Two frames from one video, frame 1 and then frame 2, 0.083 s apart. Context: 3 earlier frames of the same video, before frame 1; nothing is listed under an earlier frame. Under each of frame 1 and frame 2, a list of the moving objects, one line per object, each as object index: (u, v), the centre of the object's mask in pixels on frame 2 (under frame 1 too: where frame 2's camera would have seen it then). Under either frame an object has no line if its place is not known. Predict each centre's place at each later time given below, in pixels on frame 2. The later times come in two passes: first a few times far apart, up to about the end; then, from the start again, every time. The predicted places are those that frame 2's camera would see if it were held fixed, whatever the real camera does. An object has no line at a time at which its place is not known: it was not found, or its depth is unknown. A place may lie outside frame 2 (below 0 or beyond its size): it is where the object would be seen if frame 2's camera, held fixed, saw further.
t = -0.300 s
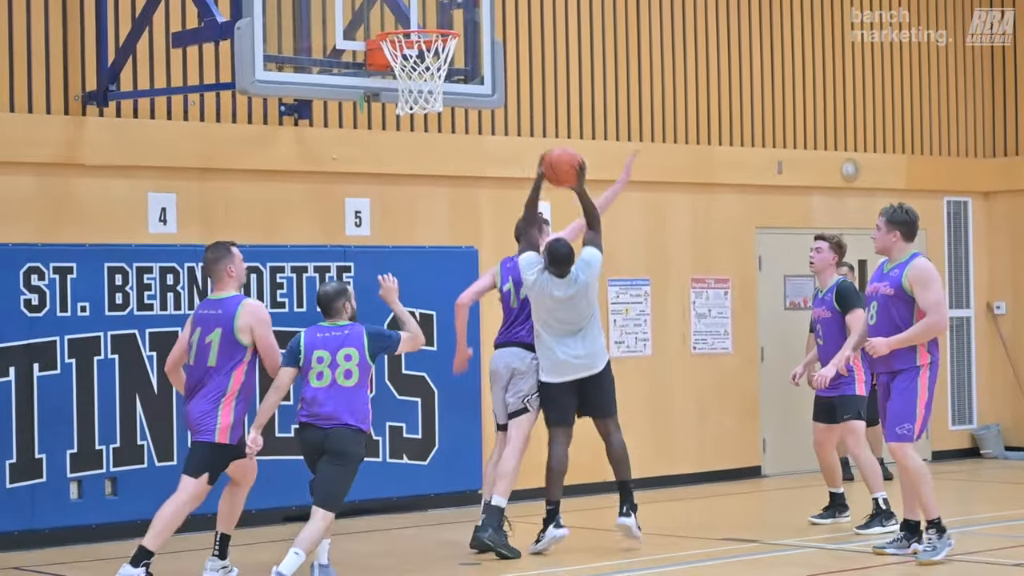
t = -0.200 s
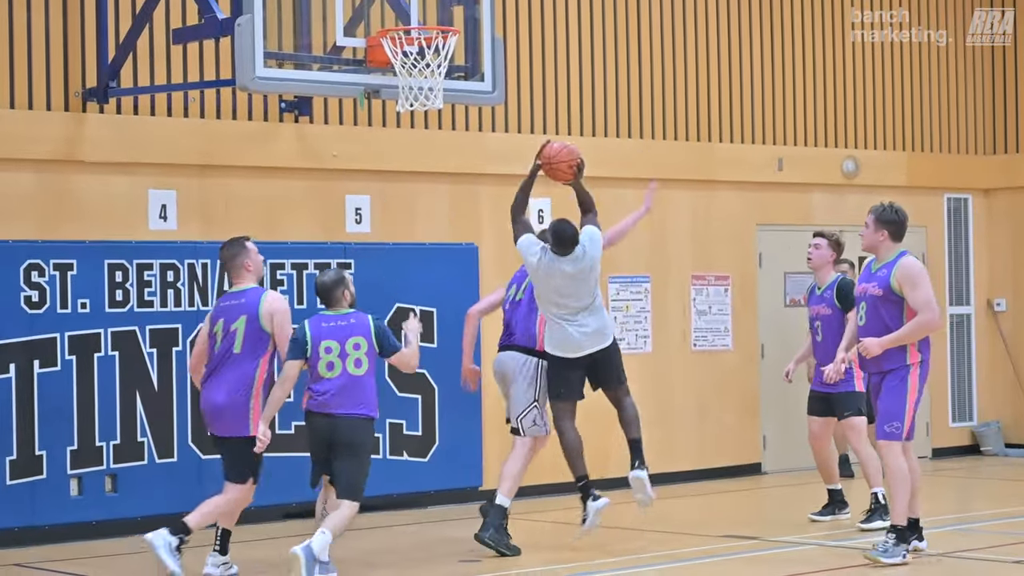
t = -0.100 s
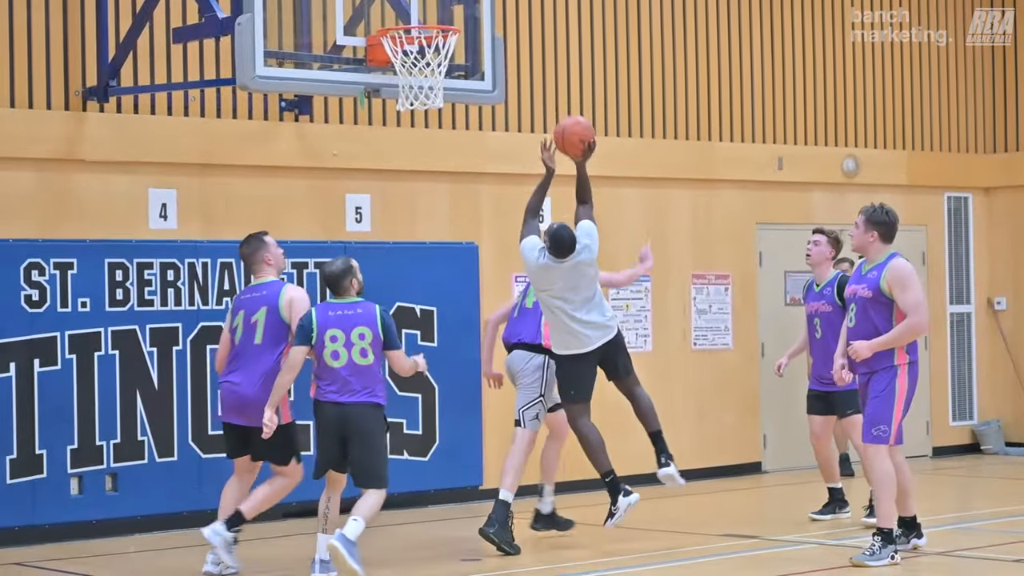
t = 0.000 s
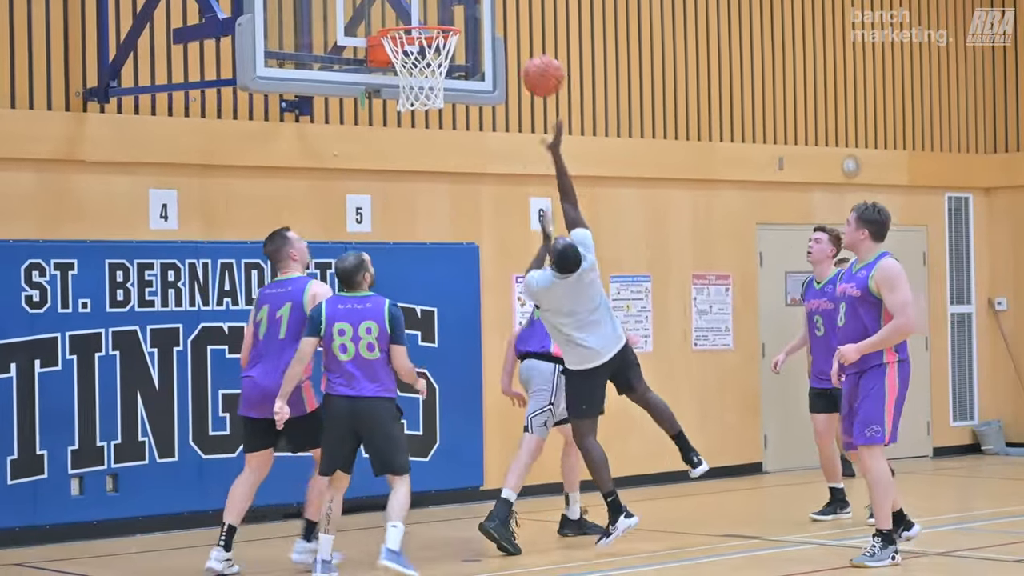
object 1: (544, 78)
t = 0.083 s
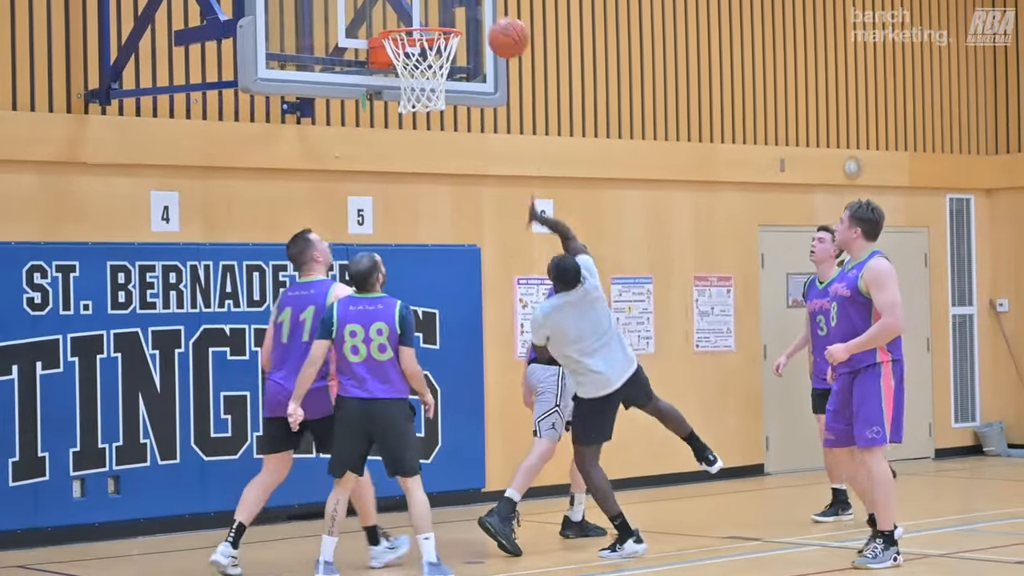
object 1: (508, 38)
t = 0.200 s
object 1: (459, 4)
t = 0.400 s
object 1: (375, -8)
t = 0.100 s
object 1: (501, 31)
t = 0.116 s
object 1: (494, 25)
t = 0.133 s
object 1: (486, 18)
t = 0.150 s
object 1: (479, 14)
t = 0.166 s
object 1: (472, 11)
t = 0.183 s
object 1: (465, 7)
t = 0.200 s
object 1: (459, 4)
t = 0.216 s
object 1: (452, 0)
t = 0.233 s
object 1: (444, -3)
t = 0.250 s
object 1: (437, -7)
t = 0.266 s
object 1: (430, -10)
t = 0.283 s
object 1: (423, -12)
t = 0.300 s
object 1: (416, -13)
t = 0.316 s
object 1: (408, -13)
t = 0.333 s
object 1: (402, -13)
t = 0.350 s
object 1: (395, -12)
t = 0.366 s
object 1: (388, -12)
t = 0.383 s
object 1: (381, -10)
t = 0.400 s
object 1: (375, -8)
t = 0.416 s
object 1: (372, -7)
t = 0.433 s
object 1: (374, -6)
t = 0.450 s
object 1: (377, -2)
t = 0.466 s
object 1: (380, 0)
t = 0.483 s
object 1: (381, 3)
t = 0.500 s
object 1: (383, 7)
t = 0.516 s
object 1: (386, 10)
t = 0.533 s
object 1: (388, 12)
